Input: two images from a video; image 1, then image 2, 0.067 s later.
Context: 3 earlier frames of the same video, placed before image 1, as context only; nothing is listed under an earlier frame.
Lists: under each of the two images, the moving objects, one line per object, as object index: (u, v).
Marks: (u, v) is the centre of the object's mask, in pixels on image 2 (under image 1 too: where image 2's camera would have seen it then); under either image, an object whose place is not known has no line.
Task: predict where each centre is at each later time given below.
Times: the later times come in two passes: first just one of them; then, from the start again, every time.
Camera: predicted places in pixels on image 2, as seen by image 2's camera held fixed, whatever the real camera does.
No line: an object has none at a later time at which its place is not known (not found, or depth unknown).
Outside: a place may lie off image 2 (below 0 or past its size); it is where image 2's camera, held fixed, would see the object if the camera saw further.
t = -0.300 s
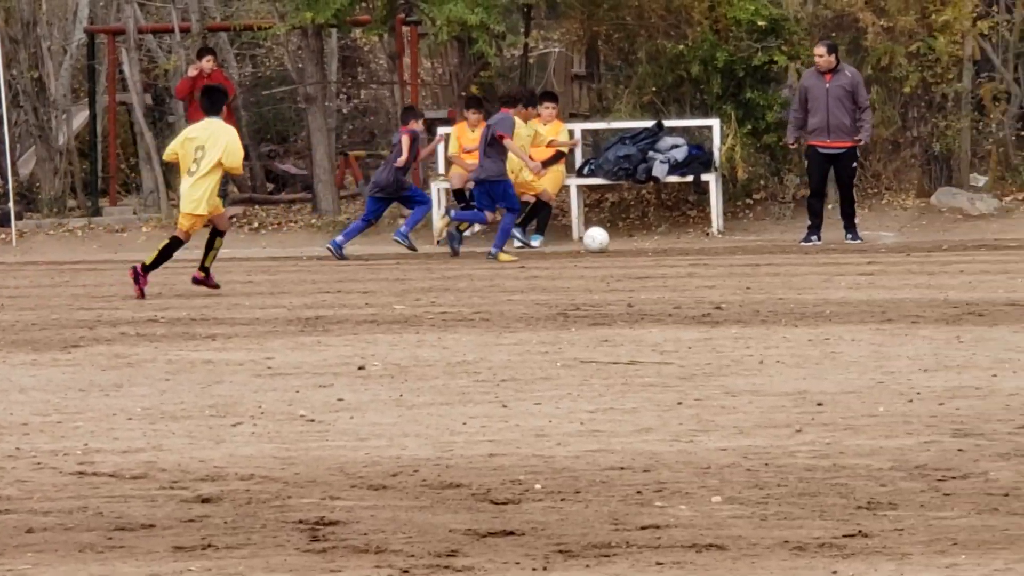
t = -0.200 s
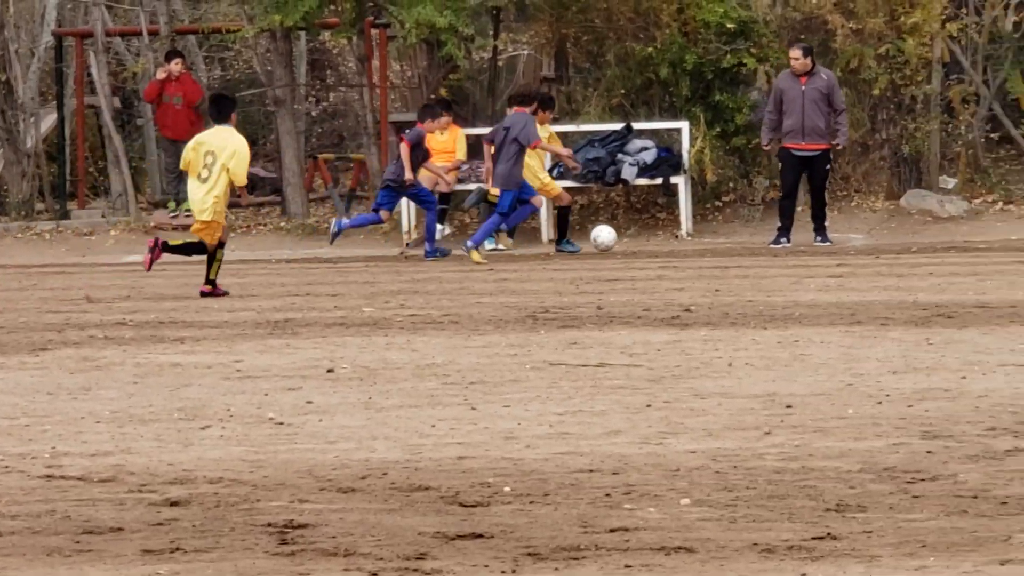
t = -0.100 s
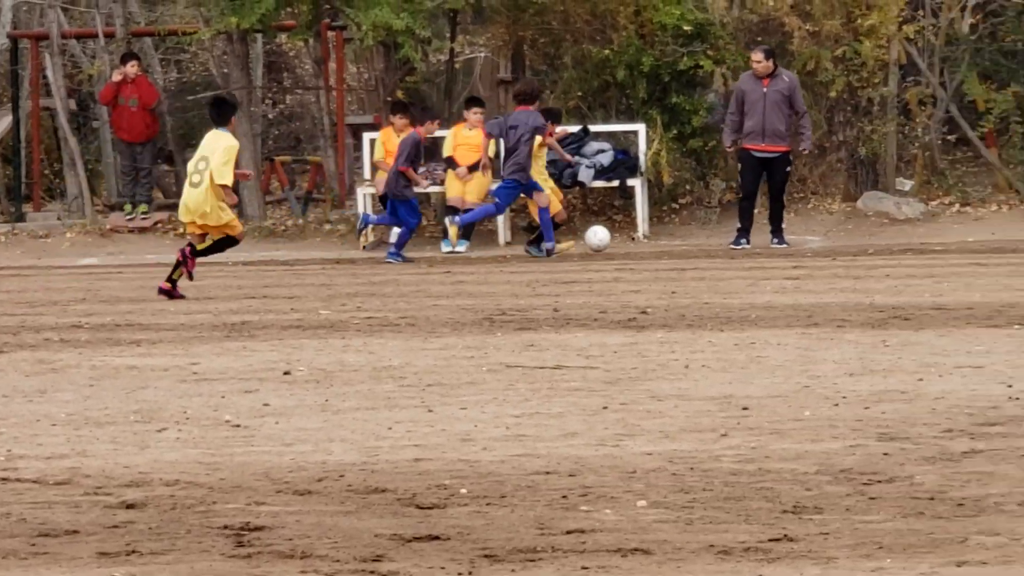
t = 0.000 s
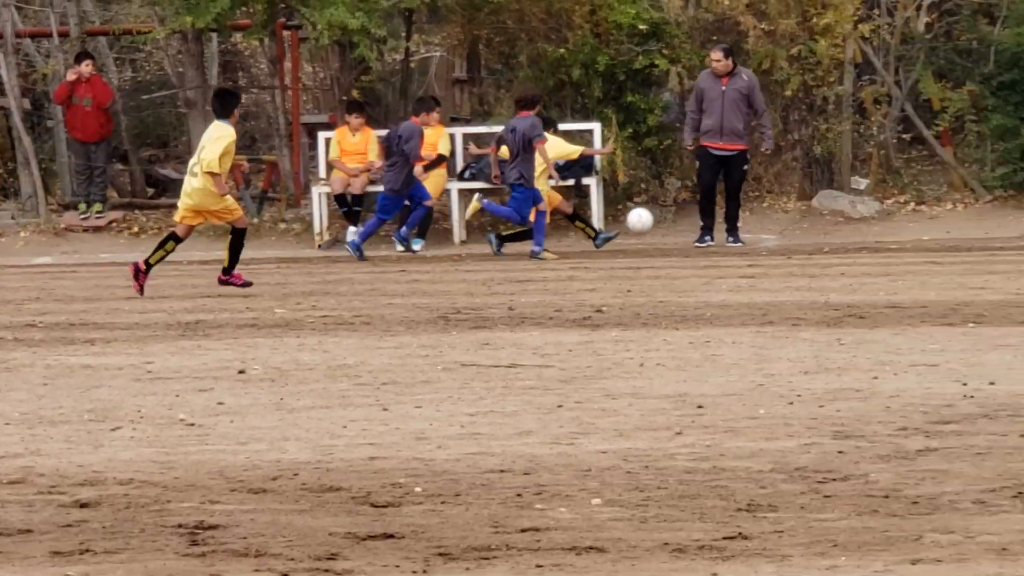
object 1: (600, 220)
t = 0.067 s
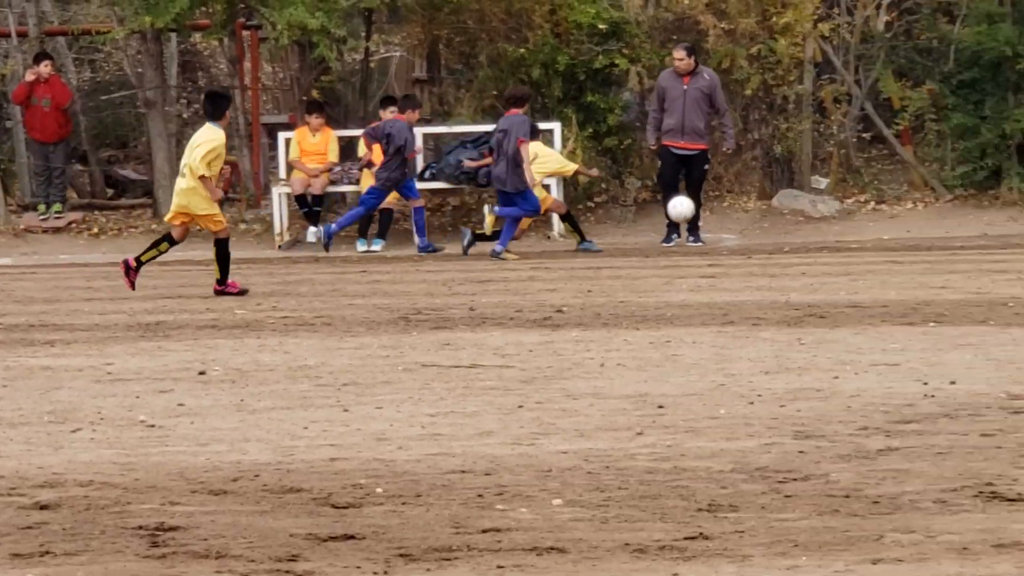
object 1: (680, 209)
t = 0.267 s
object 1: (928, 199)
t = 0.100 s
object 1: (721, 204)
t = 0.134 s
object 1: (761, 201)
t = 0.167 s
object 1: (803, 199)
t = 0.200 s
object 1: (844, 197)
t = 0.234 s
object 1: (885, 197)
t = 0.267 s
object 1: (928, 199)
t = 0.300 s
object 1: (971, 201)
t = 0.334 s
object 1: (1014, 206)
